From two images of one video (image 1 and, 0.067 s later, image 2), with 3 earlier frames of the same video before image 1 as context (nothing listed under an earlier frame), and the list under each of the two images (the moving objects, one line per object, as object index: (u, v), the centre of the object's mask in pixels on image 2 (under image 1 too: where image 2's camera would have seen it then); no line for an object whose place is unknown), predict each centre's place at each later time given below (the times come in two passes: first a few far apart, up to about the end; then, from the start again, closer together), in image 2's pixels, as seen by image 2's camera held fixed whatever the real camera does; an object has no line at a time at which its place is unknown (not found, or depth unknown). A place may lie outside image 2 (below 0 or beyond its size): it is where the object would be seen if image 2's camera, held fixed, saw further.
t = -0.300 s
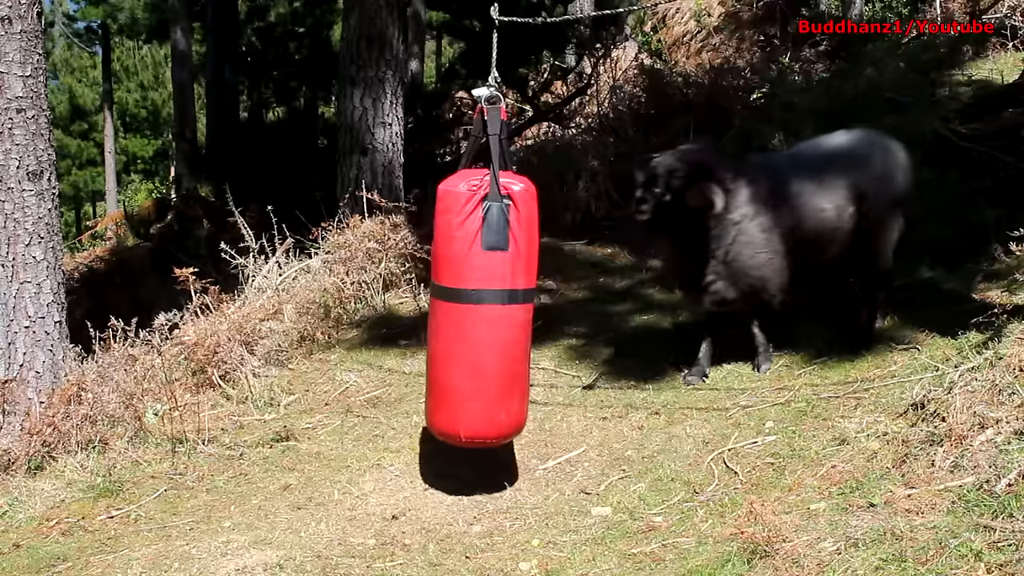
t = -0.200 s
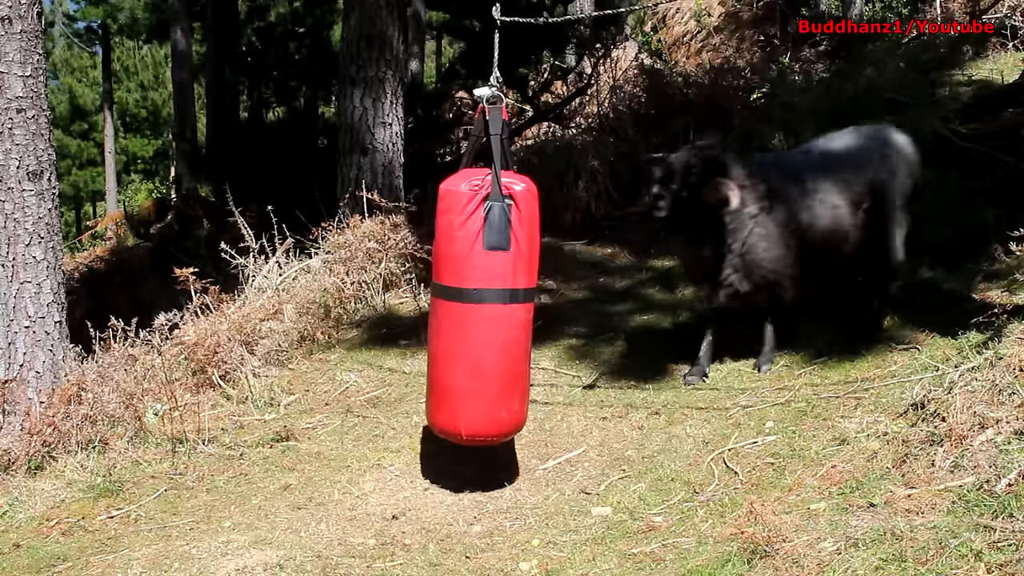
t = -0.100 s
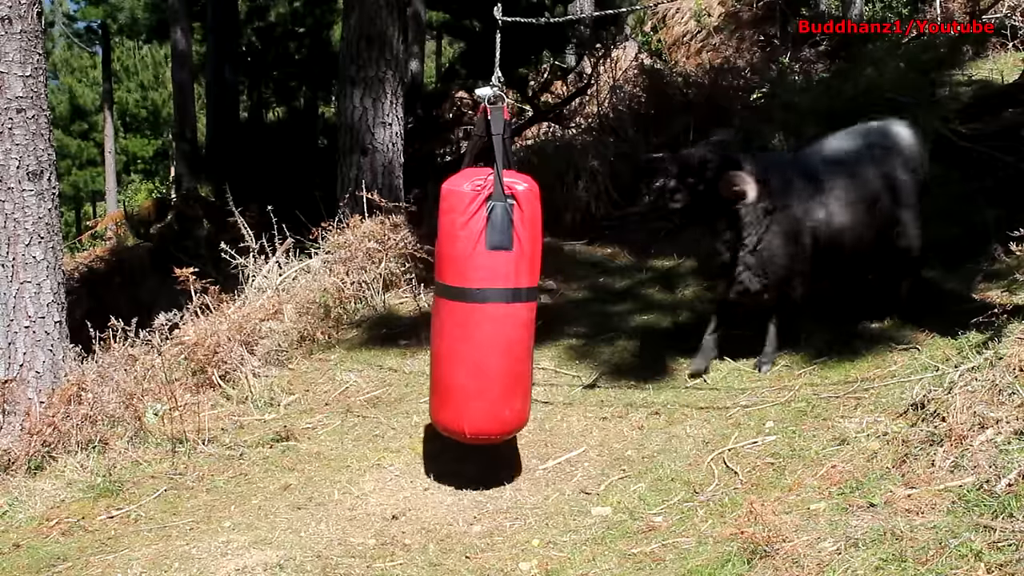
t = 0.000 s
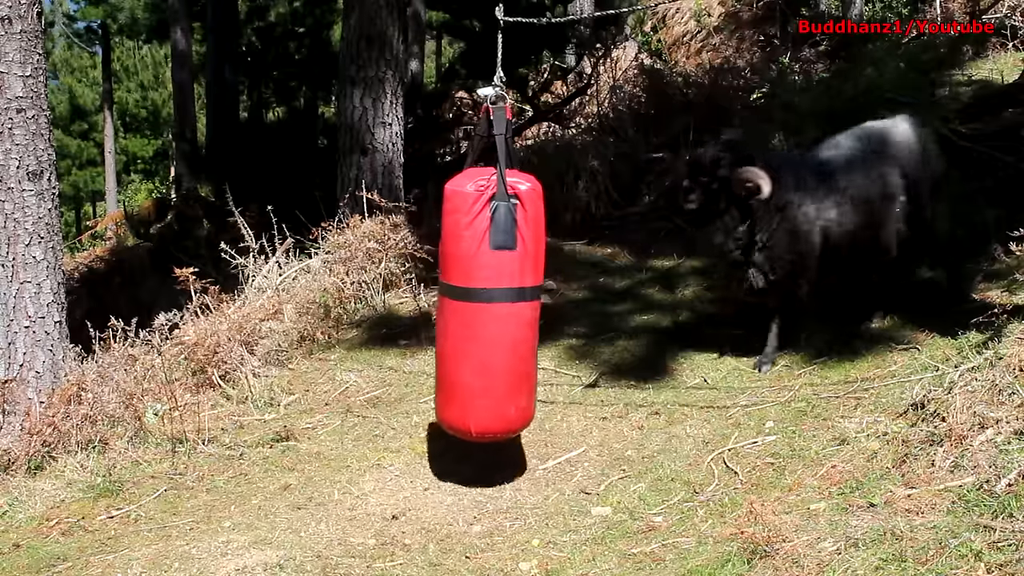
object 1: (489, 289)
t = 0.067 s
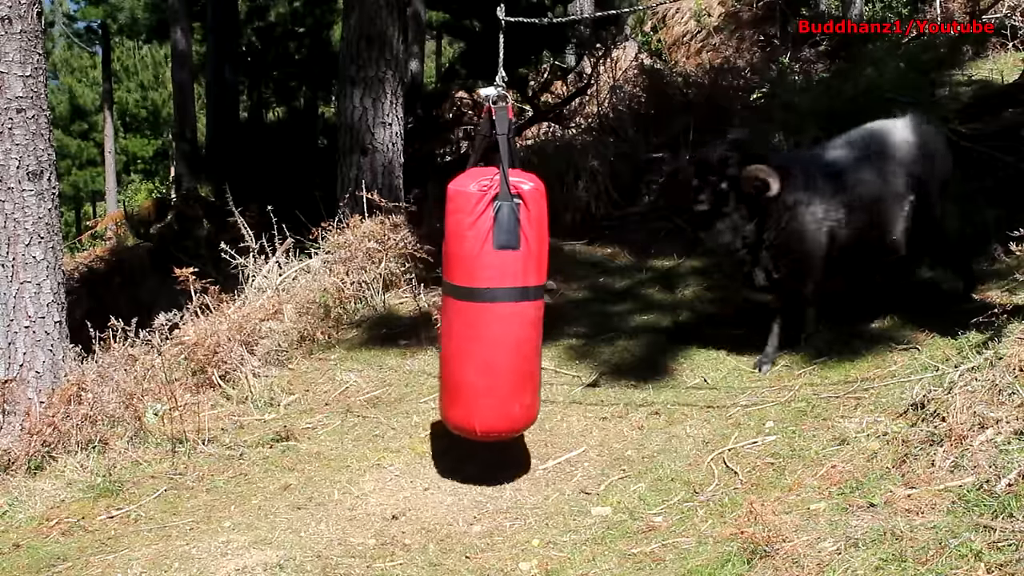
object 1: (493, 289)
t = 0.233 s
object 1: (504, 287)
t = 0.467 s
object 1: (520, 287)
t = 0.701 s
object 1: (532, 288)
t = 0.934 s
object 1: (535, 290)
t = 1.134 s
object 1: (527, 292)
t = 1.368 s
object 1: (511, 294)
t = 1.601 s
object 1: (491, 294)
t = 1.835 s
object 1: (476, 293)
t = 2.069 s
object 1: (472, 293)
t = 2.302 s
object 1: (474, 292)
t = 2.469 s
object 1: (476, 292)
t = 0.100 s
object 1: (495, 288)
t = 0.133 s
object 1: (497, 287)
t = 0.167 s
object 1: (499, 288)
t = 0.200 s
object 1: (501, 287)
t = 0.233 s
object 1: (504, 287)
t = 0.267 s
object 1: (506, 287)
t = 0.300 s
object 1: (508, 287)
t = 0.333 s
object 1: (511, 287)
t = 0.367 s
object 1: (513, 287)
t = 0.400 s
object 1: (515, 287)
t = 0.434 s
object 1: (518, 287)
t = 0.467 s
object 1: (520, 287)
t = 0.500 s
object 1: (522, 287)
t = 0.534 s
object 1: (524, 287)
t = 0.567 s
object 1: (526, 287)
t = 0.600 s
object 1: (528, 287)
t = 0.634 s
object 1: (530, 287)
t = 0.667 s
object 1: (531, 287)
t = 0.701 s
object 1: (532, 288)
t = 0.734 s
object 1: (533, 288)
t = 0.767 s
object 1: (534, 288)
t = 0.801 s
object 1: (535, 288)
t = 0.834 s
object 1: (535, 289)
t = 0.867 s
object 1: (535, 289)
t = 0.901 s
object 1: (535, 289)
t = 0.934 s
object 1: (535, 290)
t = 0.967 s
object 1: (534, 290)
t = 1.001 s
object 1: (533, 290)
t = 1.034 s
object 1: (532, 290)
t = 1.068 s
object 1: (531, 291)
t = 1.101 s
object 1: (529, 291)
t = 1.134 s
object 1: (527, 292)
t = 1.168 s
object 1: (526, 292)
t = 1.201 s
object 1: (524, 293)
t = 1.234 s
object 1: (521, 293)
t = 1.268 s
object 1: (519, 293)
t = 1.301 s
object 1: (516, 293)
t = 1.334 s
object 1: (513, 293)
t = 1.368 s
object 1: (511, 294)
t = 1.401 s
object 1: (508, 294)
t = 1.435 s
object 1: (505, 294)
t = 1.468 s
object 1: (502, 294)
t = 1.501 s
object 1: (499, 294)
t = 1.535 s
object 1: (496, 294)
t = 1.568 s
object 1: (493, 294)
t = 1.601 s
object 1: (491, 294)
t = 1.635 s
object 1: (488, 294)
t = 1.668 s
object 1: (486, 295)
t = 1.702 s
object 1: (483, 294)
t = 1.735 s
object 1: (481, 294)
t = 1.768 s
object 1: (479, 294)
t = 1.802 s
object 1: (477, 293)
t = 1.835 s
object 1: (476, 293)
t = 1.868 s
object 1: (474, 293)
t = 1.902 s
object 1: (473, 293)
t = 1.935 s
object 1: (472, 293)
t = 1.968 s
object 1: (472, 293)
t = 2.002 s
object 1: (472, 293)
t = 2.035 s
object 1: (472, 293)
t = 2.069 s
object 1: (472, 293)
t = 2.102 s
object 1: (472, 292)
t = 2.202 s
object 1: (473, 292)
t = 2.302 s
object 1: (474, 292)
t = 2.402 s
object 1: (475, 292)
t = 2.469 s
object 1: (476, 292)
